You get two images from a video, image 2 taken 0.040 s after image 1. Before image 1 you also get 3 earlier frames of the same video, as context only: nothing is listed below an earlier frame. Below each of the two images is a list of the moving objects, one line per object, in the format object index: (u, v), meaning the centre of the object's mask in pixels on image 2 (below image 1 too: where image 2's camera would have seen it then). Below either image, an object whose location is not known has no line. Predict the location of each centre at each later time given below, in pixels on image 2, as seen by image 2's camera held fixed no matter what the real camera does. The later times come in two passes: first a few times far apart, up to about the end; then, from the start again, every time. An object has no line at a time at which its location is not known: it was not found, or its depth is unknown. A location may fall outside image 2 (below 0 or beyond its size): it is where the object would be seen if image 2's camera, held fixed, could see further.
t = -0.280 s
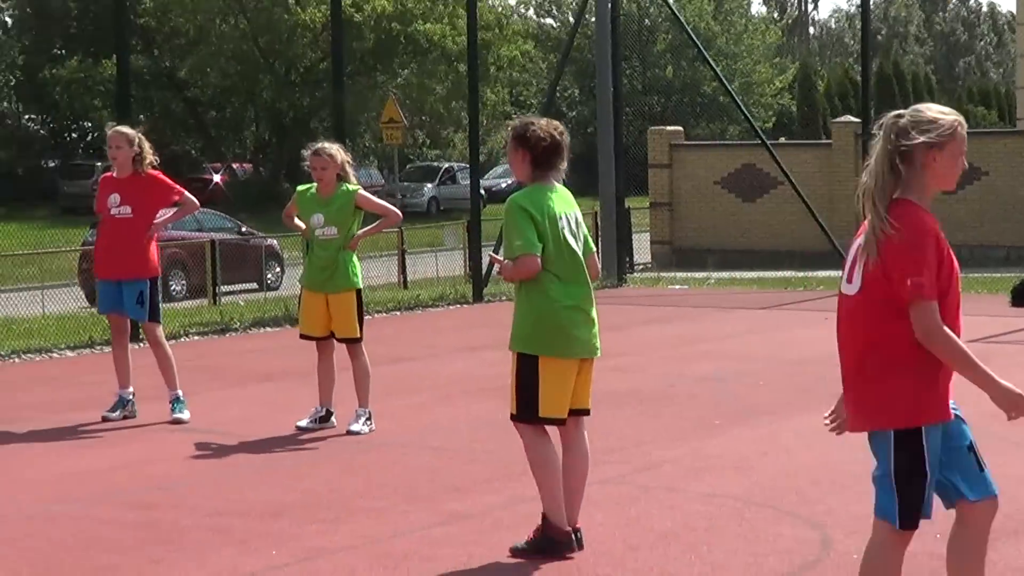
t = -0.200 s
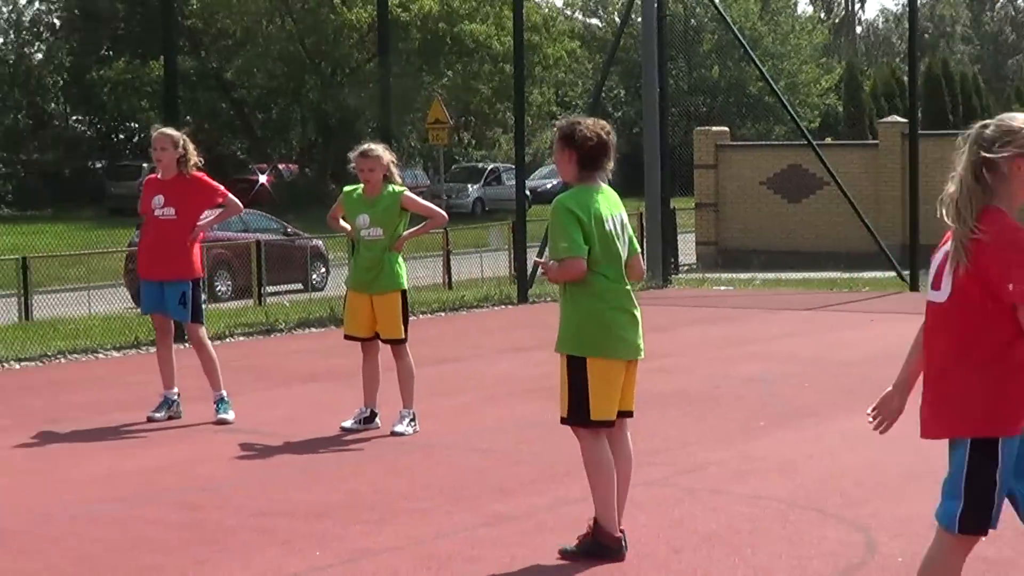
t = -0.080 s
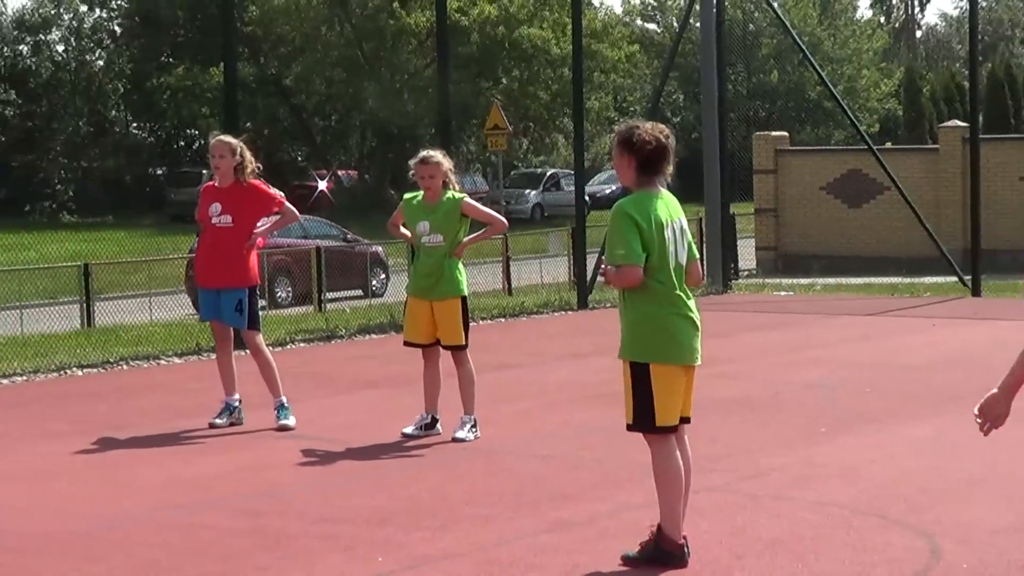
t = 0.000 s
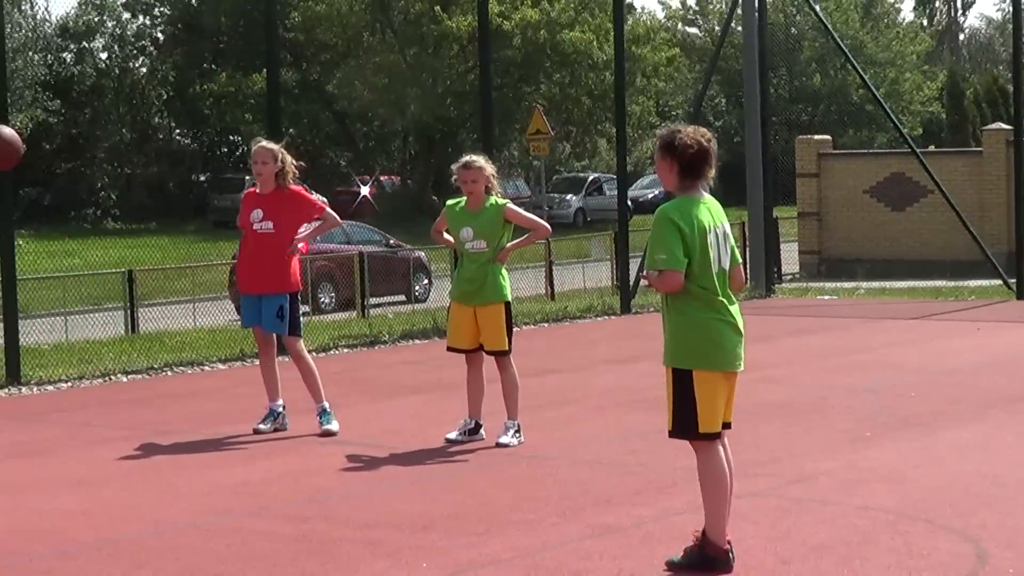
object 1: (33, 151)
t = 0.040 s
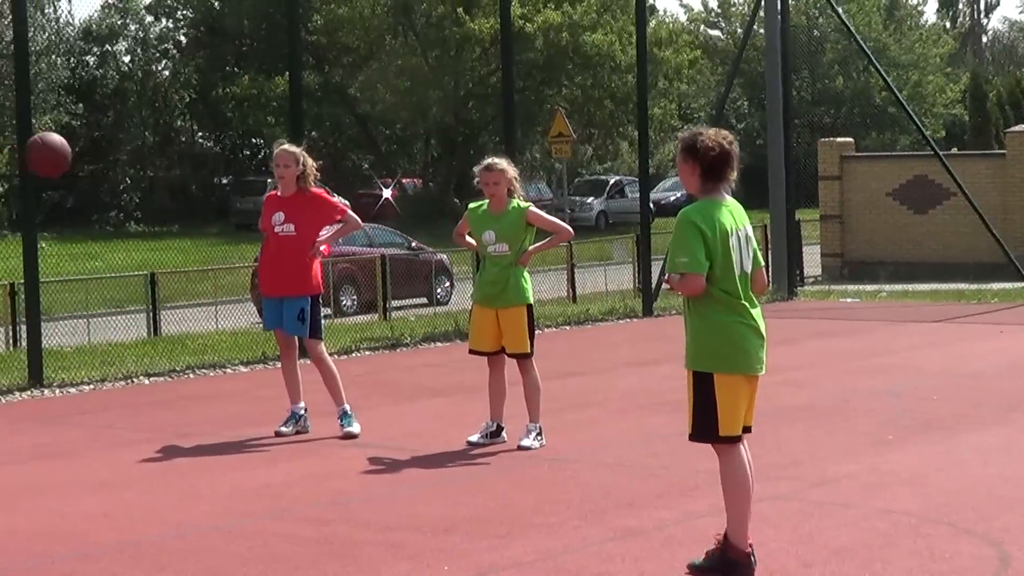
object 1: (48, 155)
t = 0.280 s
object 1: (216, 251)
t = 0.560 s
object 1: (429, 486)
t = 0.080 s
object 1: (74, 162)
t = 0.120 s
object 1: (101, 173)
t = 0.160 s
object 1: (129, 187)
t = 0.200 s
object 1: (157, 204)
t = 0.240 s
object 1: (186, 226)
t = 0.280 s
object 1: (216, 251)
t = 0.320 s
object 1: (246, 281)
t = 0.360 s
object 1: (278, 315)
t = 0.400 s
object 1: (311, 354)
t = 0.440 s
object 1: (344, 396)
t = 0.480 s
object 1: (377, 444)
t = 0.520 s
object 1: (411, 495)
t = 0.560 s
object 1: (429, 486)
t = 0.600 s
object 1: (442, 448)
